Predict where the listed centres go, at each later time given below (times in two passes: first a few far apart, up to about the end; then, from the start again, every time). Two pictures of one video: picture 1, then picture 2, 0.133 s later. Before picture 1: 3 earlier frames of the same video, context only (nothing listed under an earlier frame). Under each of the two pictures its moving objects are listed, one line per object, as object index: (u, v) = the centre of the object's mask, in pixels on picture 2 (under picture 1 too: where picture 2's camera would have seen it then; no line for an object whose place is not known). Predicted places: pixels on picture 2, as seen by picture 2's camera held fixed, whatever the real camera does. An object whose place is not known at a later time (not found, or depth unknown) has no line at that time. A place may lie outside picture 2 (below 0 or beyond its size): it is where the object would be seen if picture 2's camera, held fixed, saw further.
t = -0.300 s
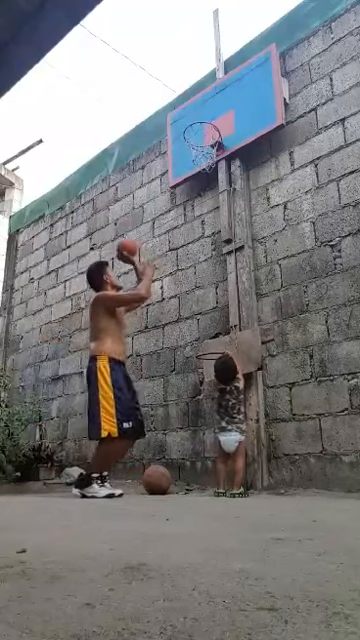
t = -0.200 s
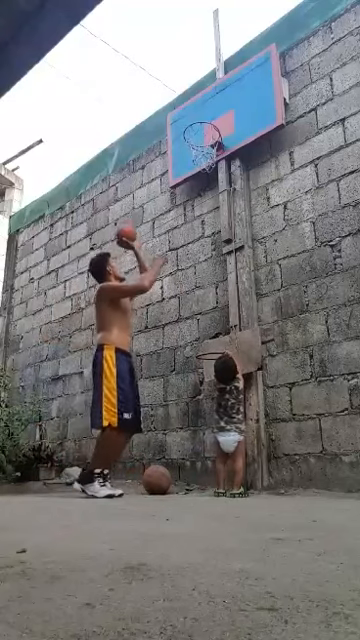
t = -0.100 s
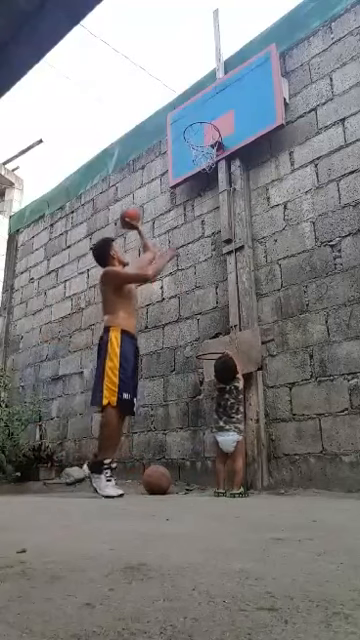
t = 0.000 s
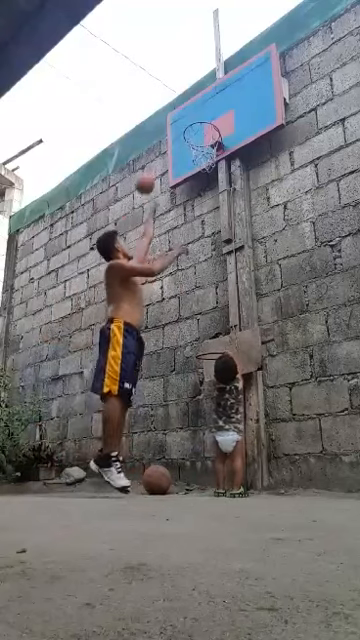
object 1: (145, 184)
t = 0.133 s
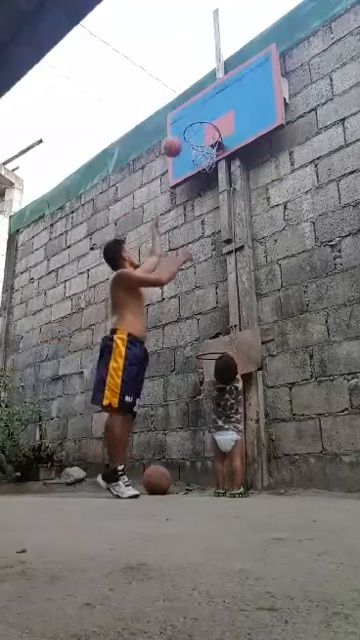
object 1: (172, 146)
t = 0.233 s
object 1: (192, 132)
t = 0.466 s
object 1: (194, 128)
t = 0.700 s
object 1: (216, 170)
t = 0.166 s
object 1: (177, 141)
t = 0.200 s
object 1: (184, 135)
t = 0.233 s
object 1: (192, 132)
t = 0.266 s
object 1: (196, 131)
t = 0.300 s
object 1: (195, 127)
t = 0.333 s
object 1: (195, 124)
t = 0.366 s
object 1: (195, 124)
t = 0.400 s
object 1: (195, 124)
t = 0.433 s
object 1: (195, 125)
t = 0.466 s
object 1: (194, 128)
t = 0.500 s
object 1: (195, 131)
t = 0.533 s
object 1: (200, 135)
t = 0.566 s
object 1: (203, 140)
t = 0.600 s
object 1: (206, 148)
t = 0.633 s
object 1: (209, 155)
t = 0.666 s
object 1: (214, 161)
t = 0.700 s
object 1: (216, 170)
